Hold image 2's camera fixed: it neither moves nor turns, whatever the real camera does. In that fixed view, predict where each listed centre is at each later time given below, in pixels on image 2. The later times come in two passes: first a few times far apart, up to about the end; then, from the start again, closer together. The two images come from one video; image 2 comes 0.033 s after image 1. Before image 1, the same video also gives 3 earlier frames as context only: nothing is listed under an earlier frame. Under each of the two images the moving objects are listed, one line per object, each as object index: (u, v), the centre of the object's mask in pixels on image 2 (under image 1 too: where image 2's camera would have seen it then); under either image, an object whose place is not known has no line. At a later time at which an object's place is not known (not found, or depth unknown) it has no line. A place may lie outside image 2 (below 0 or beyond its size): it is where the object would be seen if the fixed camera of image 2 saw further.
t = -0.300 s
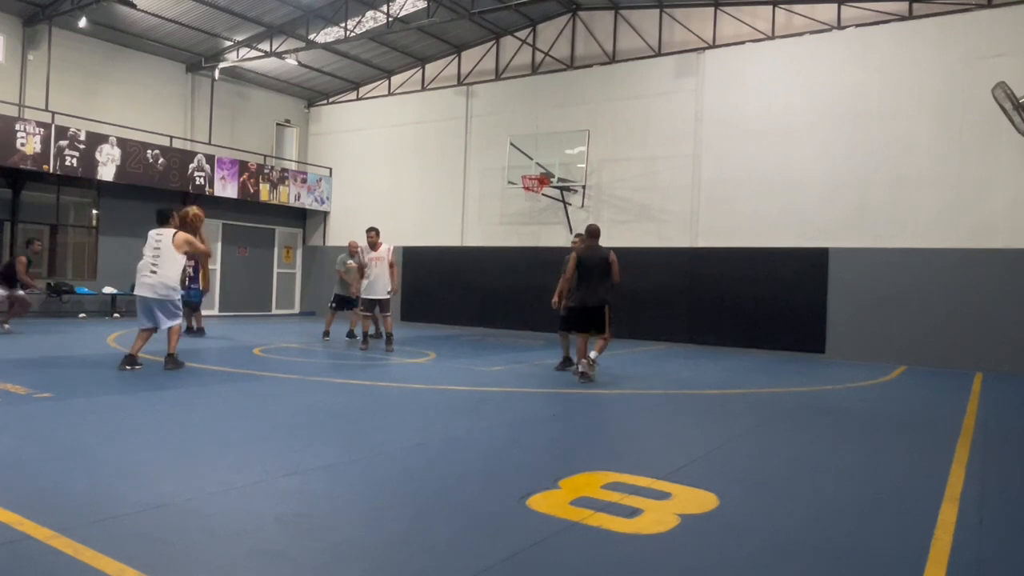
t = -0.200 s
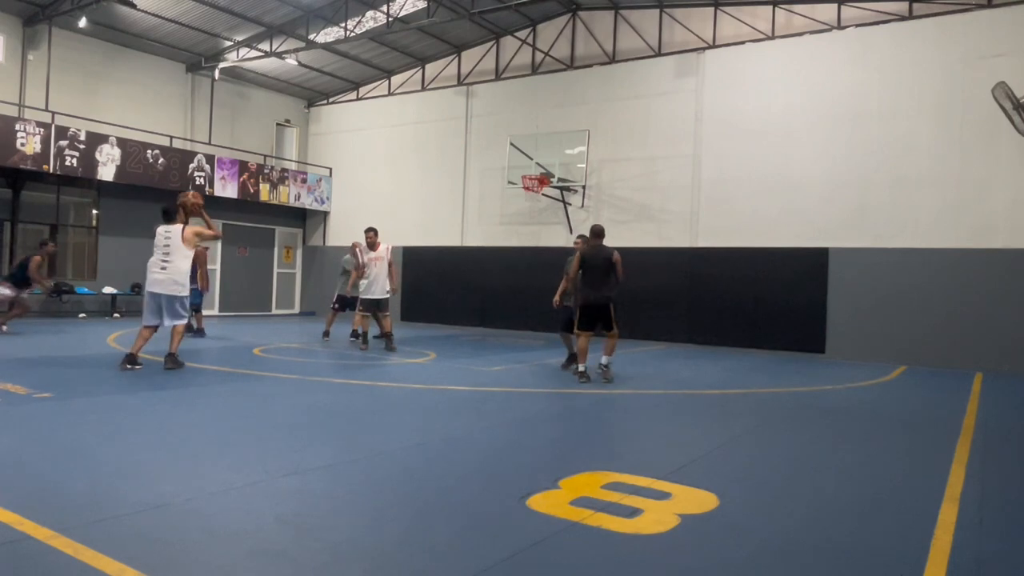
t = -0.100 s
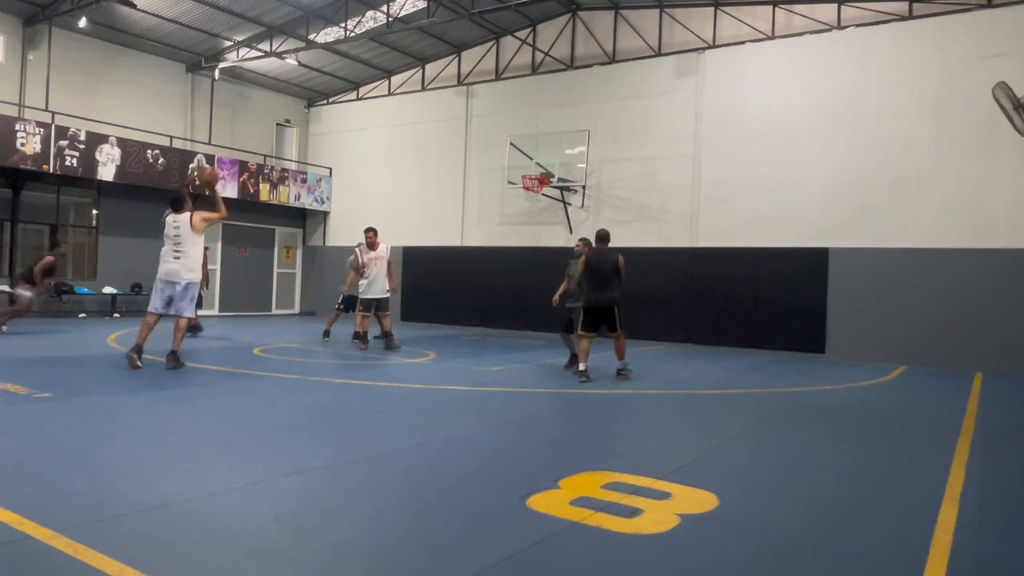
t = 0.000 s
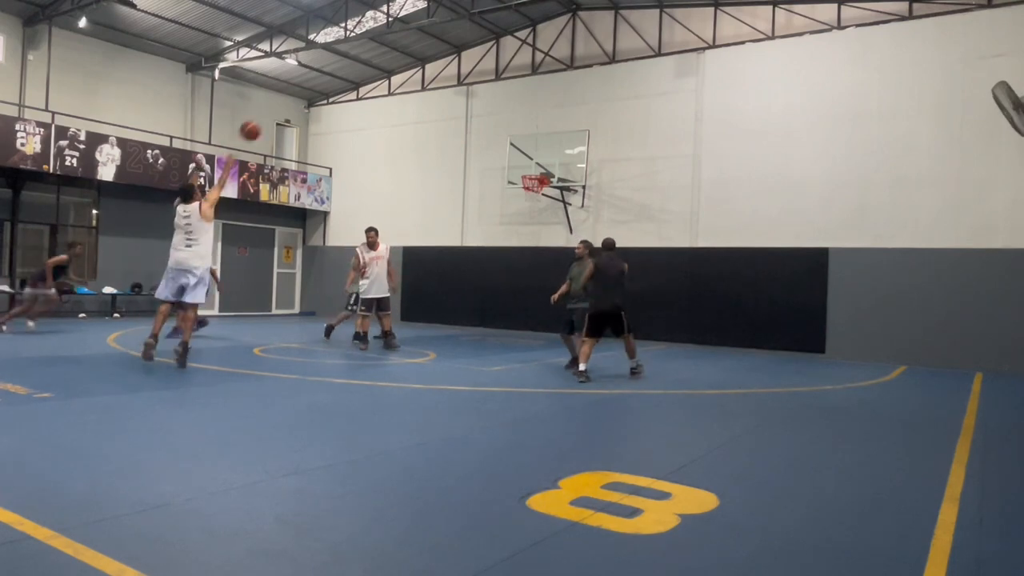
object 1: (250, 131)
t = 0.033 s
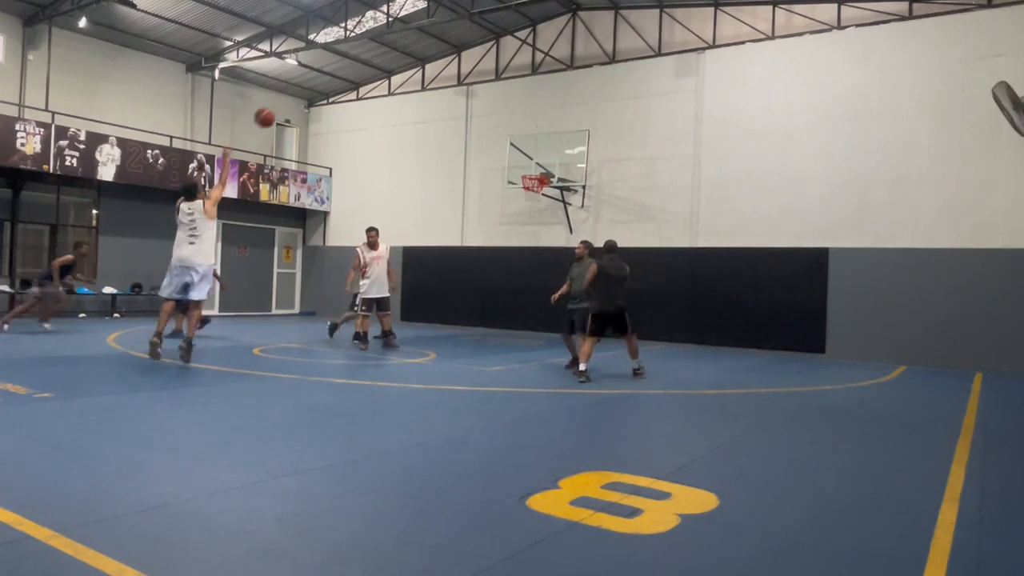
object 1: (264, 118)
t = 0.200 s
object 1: (329, 70)
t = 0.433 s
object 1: (404, 45)
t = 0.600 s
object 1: (447, 53)
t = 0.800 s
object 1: (487, 81)
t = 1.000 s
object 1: (522, 125)
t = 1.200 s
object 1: (542, 168)
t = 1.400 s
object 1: (524, 139)
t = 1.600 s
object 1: (504, 130)
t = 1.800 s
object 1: (482, 143)
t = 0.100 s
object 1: (293, 94)
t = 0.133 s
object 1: (305, 85)
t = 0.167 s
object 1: (317, 78)
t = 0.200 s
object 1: (329, 70)
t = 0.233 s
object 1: (342, 64)
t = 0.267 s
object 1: (353, 59)
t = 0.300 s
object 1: (365, 54)
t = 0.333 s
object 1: (375, 51)
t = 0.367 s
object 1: (384, 49)
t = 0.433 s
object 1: (404, 45)
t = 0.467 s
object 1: (414, 45)
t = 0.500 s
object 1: (422, 47)
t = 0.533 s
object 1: (430, 49)
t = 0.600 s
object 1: (447, 53)
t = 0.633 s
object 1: (454, 56)
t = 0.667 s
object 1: (461, 59)
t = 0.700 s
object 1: (468, 64)
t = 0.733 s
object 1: (475, 69)
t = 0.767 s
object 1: (480, 75)
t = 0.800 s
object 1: (487, 81)
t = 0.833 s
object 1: (494, 88)
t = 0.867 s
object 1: (500, 94)
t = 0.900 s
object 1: (506, 101)
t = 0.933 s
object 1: (512, 109)
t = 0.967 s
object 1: (517, 116)
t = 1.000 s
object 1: (522, 125)
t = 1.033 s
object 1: (527, 134)
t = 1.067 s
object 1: (532, 143)
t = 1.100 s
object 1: (537, 152)
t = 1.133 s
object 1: (542, 162)
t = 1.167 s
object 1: (546, 171)
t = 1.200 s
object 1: (542, 168)
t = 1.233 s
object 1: (539, 162)
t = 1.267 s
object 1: (537, 156)
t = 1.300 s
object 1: (533, 152)
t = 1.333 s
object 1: (530, 147)
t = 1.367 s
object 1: (527, 142)
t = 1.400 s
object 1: (524, 139)
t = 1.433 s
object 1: (521, 136)
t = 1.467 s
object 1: (518, 134)
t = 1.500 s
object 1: (515, 132)
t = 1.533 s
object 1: (511, 131)
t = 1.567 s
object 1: (508, 130)
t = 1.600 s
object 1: (504, 130)
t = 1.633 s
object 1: (501, 130)
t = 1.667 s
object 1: (497, 132)
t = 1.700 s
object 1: (493, 133)
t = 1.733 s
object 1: (489, 136)
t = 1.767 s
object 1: (485, 139)
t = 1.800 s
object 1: (482, 143)
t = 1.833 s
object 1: (478, 148)
